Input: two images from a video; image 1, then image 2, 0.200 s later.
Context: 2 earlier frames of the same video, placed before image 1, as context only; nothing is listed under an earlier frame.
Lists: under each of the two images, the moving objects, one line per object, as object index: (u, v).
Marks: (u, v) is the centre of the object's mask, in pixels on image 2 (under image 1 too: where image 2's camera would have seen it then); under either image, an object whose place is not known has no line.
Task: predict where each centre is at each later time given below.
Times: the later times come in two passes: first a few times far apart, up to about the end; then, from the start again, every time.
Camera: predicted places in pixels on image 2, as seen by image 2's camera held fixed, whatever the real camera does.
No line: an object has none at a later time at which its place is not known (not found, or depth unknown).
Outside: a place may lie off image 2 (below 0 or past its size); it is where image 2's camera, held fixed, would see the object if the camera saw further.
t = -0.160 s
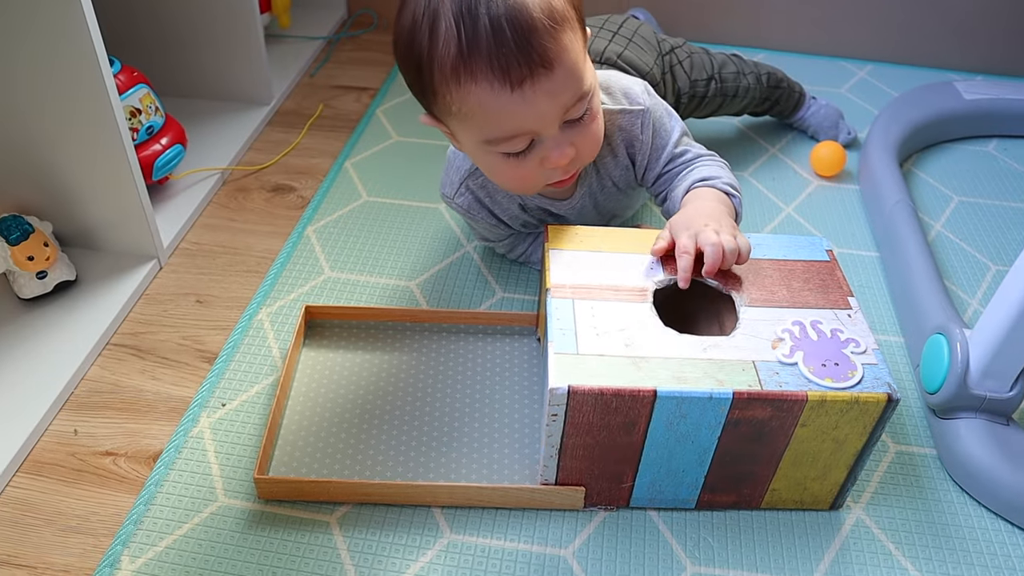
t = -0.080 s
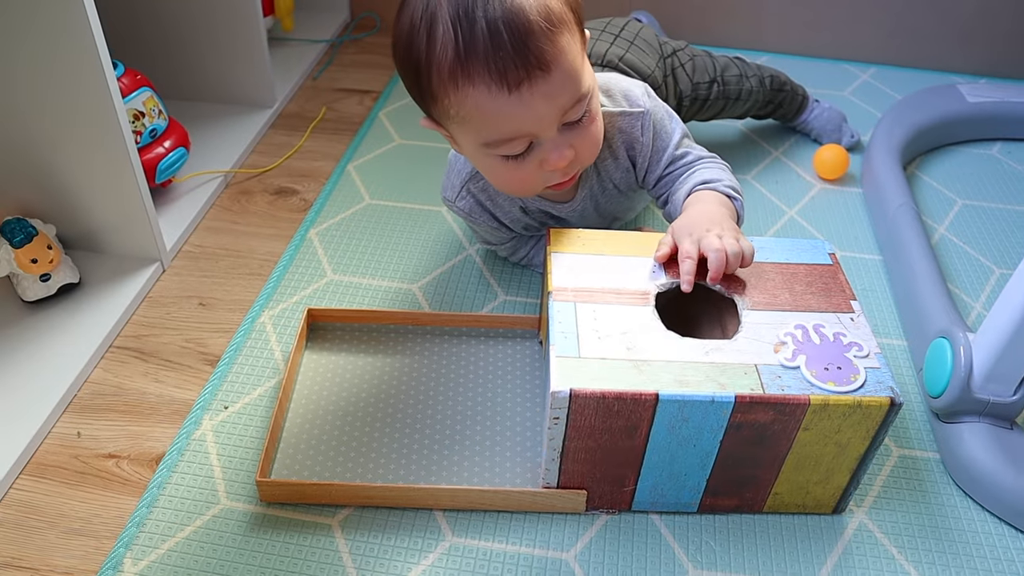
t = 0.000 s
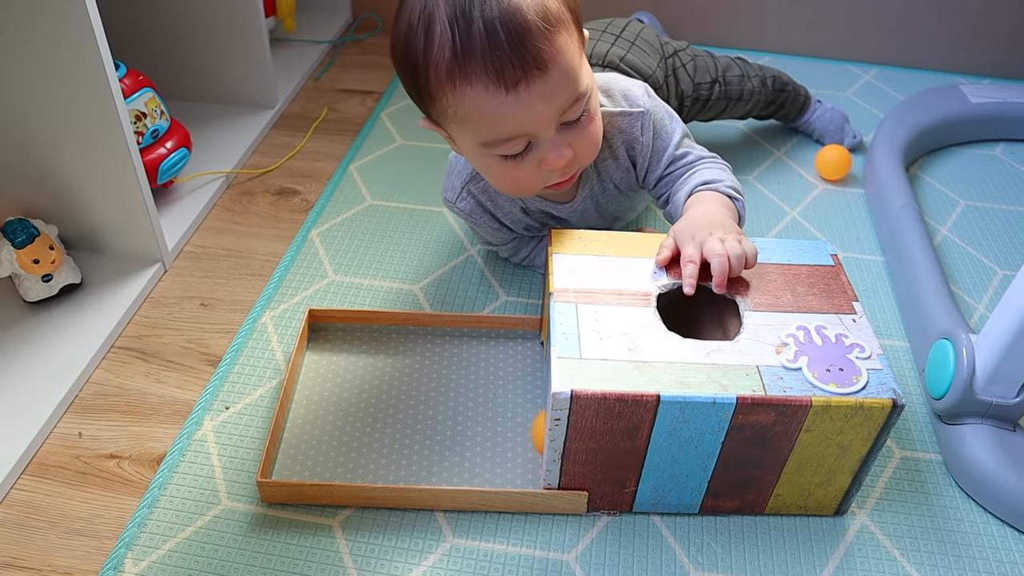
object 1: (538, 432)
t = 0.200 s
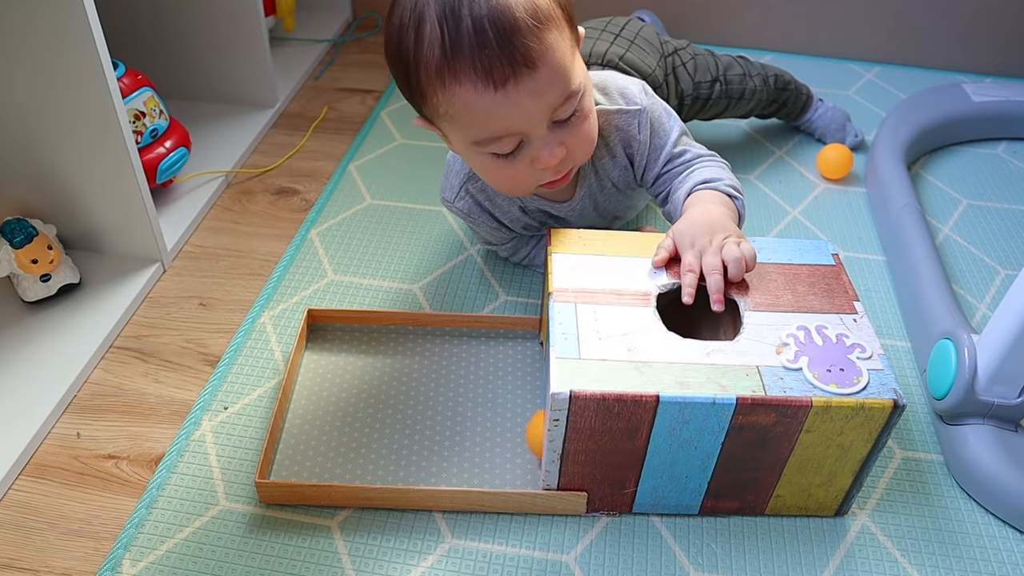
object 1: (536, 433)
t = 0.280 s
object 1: (532, 439)
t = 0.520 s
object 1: (485, 446)
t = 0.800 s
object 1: (411, 463)
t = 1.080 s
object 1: (379, 451)
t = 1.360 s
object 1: (363, 415)
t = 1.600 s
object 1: (349, 385)
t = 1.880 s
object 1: (349, 378)
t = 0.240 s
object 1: (535, 435)
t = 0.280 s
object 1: (532, 439)
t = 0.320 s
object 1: (528, 440)
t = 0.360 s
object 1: (522, 441)
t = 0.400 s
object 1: (516, 442)
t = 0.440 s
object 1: (506, 443)
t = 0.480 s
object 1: (495, 445)
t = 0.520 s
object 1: (485, 446)
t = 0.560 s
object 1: (474, 448)
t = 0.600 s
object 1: (462, 451)
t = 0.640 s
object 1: (451, 454)
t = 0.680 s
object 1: (440, 457)
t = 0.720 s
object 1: (430, 460)
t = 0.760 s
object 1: (420, 462)
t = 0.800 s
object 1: (411, 463)
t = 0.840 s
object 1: (404, 462)
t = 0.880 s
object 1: (399, 461)
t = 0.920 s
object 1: (393, 460)
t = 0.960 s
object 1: (389, 459)
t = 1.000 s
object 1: (385, 457)
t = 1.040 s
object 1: (382, 454)
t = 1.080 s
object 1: (379, 451)
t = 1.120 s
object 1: (377, 447)
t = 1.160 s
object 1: (374, 442)
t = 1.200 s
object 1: (372, 438)
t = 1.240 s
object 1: (370, 433)
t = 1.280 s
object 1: (368, 427)
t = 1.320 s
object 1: (366, 421)
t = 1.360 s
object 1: (363, 415)
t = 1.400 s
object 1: (360, 410)
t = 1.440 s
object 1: (358, 404)
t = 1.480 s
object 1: (355, 398)
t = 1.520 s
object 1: (353, 393)
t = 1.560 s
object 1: (350, 389)
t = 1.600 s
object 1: (349, 385)
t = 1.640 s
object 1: (347, 382)
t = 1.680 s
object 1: (346, 379)
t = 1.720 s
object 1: (346, 377)
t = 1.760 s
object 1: (346, 376)
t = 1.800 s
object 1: (346, 376)
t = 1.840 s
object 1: (347, 377)
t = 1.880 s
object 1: (349, 378)
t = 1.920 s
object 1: (351, 379)
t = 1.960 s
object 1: (354, 380)
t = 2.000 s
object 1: (357, 382)
